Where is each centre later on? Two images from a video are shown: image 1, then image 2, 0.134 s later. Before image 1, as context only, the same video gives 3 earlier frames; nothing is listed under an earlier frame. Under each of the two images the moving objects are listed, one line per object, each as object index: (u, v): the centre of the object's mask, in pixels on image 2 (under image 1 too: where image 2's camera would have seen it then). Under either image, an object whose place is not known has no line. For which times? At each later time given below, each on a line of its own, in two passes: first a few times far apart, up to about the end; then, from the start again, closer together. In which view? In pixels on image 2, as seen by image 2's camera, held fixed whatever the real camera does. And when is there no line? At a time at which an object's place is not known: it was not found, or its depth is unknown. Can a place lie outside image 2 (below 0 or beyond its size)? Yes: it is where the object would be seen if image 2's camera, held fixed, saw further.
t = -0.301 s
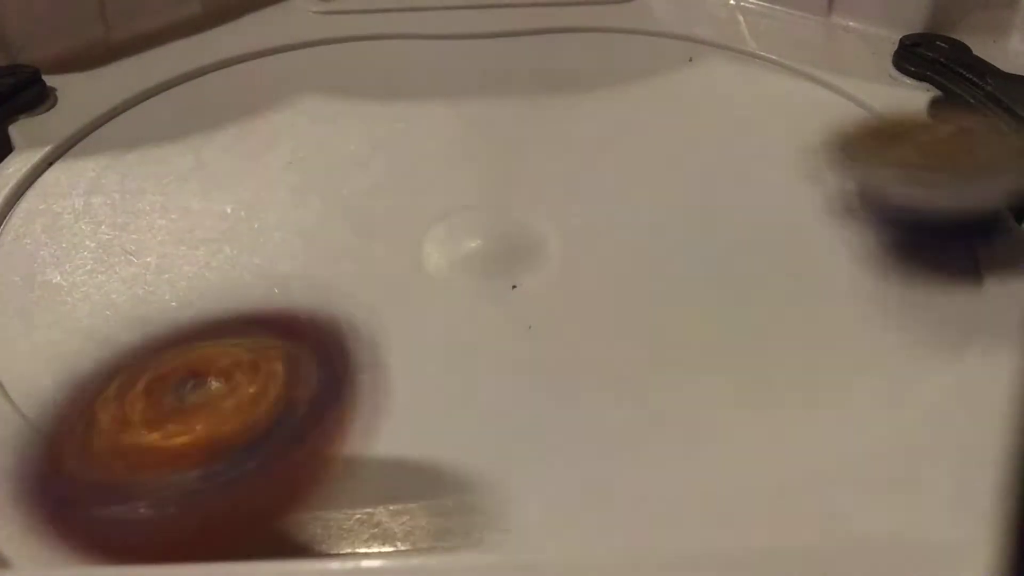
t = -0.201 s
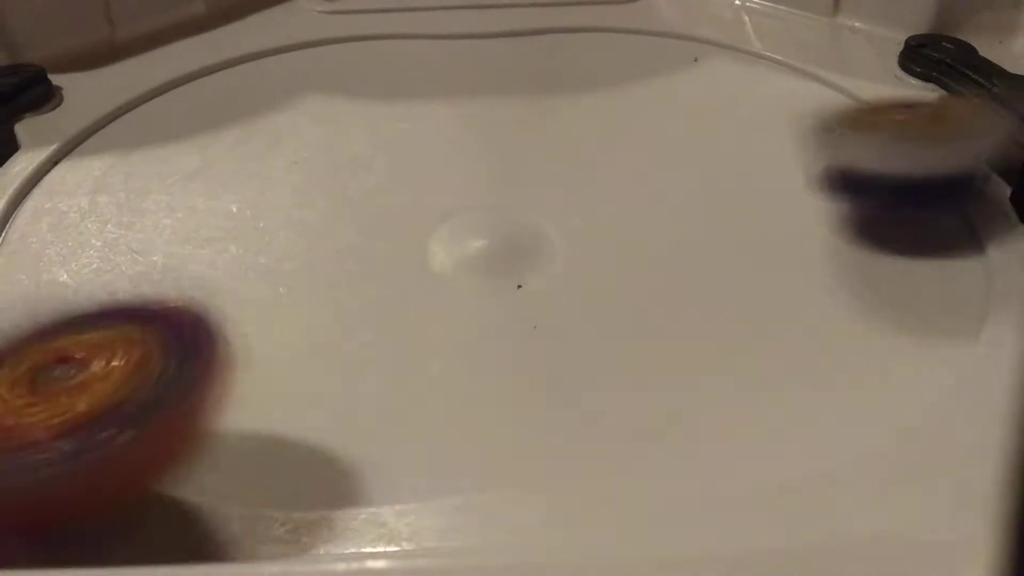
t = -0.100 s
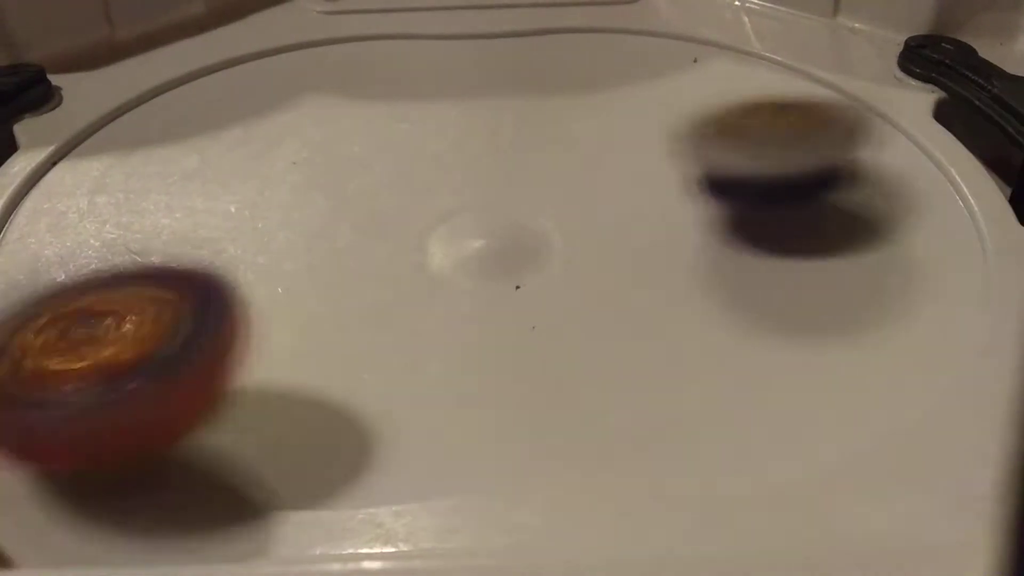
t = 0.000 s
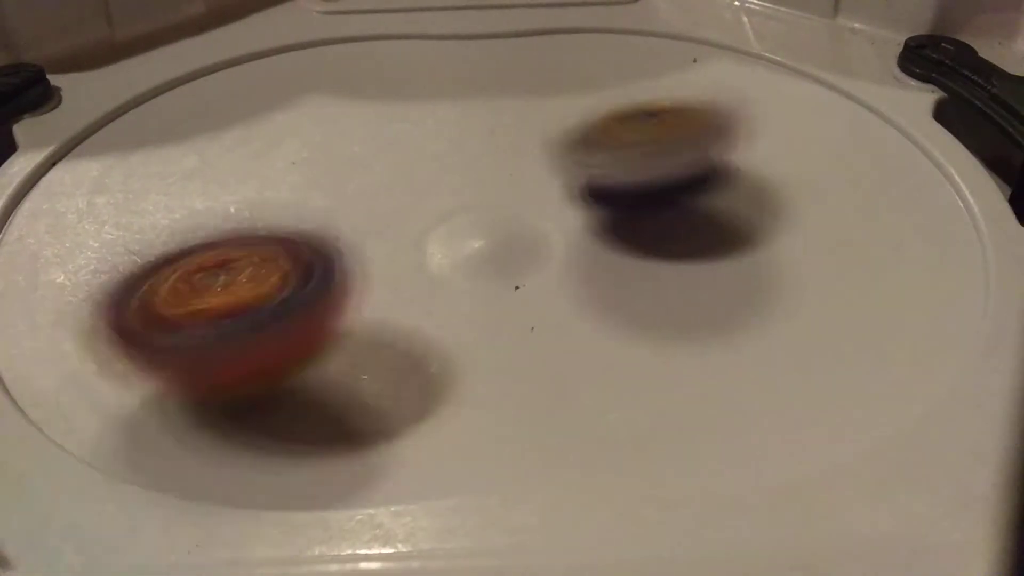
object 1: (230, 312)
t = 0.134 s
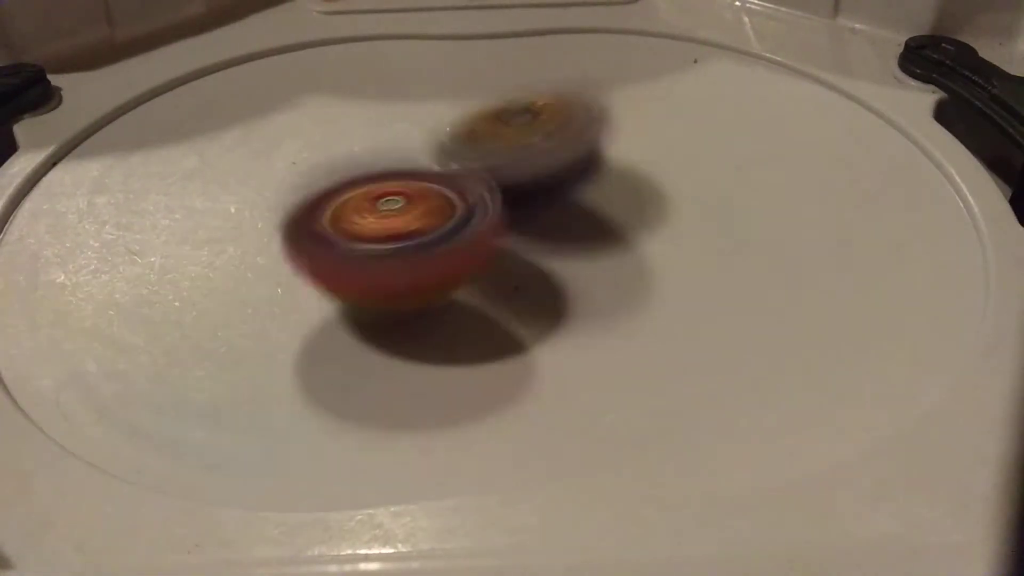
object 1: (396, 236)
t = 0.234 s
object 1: (395, 257)
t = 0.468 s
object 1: (574, 267)
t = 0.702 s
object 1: (526, 124)
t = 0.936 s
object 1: (238, 110)
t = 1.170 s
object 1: (178, 340)
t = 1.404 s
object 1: (798, 249)
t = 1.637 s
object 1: (912, 84)
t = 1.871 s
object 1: (710, 125)
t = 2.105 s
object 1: (824, 242)
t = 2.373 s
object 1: (758, 219)
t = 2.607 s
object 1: (485, 250)
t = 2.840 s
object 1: (412, 287)
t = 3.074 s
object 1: (905, 192)
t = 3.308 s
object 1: (734, 32)
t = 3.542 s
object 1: (346, 101)
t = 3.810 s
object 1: (198, 398)
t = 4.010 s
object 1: (437, 359)
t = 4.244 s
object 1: (454, 212)
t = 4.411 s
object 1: (292, 141)
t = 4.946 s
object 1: (499, 173)
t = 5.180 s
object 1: (763, 95)
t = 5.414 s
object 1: (898, 41)
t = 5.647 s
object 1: (879, 50)
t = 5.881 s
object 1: (629, 156)
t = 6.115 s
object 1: (516, 327)
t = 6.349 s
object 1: (894, 312)
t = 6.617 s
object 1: (719, 125)
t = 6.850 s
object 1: (442, 75)
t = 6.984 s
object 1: (287, 70)
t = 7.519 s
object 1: (504, 266)
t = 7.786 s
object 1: (774, 142)
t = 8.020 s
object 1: (711, 35)
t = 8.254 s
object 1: (511, 87)
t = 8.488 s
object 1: (689, 142)
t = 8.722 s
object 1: (794, 123)
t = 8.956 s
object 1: (681, 149)
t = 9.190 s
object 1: (605, 139)
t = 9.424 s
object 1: (528, 116)
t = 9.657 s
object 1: (478, 46)
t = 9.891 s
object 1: (469, 63)
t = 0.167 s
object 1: (396, 238)
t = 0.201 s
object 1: (394, 247)
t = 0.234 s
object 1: (395, 257)
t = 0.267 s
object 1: (401, 270)
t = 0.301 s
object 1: (411, 281)
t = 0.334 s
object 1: (433, 290)
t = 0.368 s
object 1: (461, 292)
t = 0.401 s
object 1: (501, 287)
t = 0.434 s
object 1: (539, 279)
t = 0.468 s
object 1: (574, 267)
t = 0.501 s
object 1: (594, 246)
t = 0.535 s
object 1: (604, 226)
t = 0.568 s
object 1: (605, 207)
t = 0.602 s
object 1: (595, 183)
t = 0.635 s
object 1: (577, 163)
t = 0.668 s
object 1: (554, 142)
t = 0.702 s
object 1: (526, 124)
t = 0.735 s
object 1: (496, 114)
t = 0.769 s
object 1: (463, 104)
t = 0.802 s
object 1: (422, 98)
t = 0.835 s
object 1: (378, 94)
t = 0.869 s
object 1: (336, 94)
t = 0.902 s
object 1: (286, 99)
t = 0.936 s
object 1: (238, 110)
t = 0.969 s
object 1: (194, 127)
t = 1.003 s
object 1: (154, 149)
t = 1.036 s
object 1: (120, 175)
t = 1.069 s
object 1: (99, 214)
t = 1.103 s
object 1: (100, 253)
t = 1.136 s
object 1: (117, 301)
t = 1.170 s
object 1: (178, 340)
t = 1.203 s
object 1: (268, 363)
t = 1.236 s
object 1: (364, 375)
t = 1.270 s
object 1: (463, 360)
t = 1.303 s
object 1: (561, 345)
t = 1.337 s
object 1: (661, 328)
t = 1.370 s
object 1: (742, 291)
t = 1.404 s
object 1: (798, 249)
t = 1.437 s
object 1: (833, 212)
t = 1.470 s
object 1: (849, 171)
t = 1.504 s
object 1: (849, 137)
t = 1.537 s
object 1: (855, 99)
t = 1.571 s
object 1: (899, 91)
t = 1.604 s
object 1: (912, 78)
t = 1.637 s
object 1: (912, 84)
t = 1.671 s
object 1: (896, 95)
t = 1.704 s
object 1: (875, 100)
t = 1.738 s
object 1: (846, 103)
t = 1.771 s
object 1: (807, 104)
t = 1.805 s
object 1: (766, 101)
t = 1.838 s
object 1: (720, 105)
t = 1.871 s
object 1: (710, 125)
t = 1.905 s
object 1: (716, 146)
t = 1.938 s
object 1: (725, 167)
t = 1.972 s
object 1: (735, 189)
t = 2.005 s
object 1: (753, 208)
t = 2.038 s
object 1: (774, 223)
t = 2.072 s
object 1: (796, 235)
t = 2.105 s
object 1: (824, 242)
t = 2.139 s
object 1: (844, 242)
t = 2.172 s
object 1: (855, 239)
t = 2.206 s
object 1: (860, 236)
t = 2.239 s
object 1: (856, 231)
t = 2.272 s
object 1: (842, 224)
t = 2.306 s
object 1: (820, 221)
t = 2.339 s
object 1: (792, 217)
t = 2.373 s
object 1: (758, 219)
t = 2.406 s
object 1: (719, 219)
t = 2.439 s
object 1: (675, 220)
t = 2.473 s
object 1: (636, 223)
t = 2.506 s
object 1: (593, 228)
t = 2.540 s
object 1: (552, 234)
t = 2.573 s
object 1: (514, 244)
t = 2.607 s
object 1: (485, 250)
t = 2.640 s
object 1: (462, 259)
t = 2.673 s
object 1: (444, 269)
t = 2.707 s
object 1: (430, 276)
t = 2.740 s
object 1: (420, 282)
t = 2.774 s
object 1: (414, 285)
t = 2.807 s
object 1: (410, 287)
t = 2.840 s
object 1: (412, 287)
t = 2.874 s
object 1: (478, 286)
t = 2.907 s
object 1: (573, 289)
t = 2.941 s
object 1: (664, 289)
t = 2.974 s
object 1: (751, 275)
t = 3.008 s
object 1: (817, 253)
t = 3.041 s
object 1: (865, 226)
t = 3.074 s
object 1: (905, 192)
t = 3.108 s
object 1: (919, 161)
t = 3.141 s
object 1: (920, 127)
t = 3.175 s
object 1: (906, 94)
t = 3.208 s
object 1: (880, 68)
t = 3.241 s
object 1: (833, 45)
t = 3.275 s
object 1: (786, 39)
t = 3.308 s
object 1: (734, 32)
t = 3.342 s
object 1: (675, 30)
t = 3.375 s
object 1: (628, 34)
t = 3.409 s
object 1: (572, 38)
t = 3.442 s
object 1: (517, 46)
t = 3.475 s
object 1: (466, 58)
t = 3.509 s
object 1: (404, 79)
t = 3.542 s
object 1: (346, 101)
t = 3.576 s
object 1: (300, 128)
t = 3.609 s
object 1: (252, 155)
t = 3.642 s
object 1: (215, 184)
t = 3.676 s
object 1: (185, 223)
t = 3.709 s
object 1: (159, 268)
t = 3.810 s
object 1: (198, 398)
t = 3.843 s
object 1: (268, 404)
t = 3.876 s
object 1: (329, 405)
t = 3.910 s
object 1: (351, 400)
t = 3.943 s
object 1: (380, 397)
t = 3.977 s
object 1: (408, 379)
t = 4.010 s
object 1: (437, 359)
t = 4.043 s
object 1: (466, 337)
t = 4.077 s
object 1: (484, 315)
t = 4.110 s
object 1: (492, 292)
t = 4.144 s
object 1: (491, 269)
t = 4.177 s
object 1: (485, 248)
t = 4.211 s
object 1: (471, 230)
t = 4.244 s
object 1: (454, 212)
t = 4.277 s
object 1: (427, 193)
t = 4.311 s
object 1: (397, 177)
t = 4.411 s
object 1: (292, 141)
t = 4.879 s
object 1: (426, 208)
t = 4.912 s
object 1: (470, 186)
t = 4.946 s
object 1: (499, 173)
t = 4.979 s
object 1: (530, 161)
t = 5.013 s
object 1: (566, 144)
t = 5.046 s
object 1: (585, 122)
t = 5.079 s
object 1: (616, 114)
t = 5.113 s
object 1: (673, 108)
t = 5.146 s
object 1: (719, 103)
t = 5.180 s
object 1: (763, 95)
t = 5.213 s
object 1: (801, 86)
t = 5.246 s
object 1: (832, 74)
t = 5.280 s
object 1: (859, 58)
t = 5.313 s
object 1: (872, 47)
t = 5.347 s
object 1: (877, 42)
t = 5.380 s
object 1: (887, 42)
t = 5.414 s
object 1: (898, 41)
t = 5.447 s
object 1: (899, 43)
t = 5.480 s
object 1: (903, 44)
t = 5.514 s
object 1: (907, 44)
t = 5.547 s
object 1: (908, 44)
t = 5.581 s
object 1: (904, 45)
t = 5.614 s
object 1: (893, 47)
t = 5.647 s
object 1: (879, 50)
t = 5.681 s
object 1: (856, 58)
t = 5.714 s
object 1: (815, 67)
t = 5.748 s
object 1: (772, 80)
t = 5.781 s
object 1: (738, 95)
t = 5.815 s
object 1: (702, 113)
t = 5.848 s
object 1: (667, 133)
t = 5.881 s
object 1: (629, 156)
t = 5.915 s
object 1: (591, 180)
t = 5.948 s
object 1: (558, 204)
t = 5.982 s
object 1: (531, 230)
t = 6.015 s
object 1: (513, 254)
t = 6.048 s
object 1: (501, 280)
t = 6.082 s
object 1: (497, 304)
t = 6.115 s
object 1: (516, 327)
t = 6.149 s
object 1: (579, 341)
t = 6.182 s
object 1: (636, 357)
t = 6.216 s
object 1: (710, 369)
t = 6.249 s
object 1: (772, 361)
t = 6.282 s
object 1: (828, 351)
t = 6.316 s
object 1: (867, 333)
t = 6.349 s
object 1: (894, 312)
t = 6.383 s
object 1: (905, 279)
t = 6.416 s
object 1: (903, 253)
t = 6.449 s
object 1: (891, 226)
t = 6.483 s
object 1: (866, 198)
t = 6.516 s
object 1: (831, 172)
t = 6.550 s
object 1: (792, 153)
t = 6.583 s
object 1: (754, 140)
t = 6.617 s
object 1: (719, 125)
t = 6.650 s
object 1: (676, 115)
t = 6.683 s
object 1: (633, 103)
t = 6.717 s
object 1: (593, 95)
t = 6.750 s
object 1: (557, 89)
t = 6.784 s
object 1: (520, 81)
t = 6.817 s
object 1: (479, 76)
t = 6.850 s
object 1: (442, 75)
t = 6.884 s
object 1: (402, 72)
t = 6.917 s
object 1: (367, 70)
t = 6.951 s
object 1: (325, 67)
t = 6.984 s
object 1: (287, 70)
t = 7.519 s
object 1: (504, 266)
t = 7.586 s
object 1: (600, 251)
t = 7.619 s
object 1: (639, 236)
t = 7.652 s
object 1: (680, 218)
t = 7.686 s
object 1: (711, 202)
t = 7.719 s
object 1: (739, 181)
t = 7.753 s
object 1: (760, 158)
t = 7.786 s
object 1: (774, 142)
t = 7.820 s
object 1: (784, 122)
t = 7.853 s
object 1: (790, 100)
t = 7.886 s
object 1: (786, 82)
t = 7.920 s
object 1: (779, 64)
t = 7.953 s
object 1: (763, 47)
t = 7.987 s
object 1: (743, 40)
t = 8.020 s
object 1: (711, 35)
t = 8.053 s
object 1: (685, 33)
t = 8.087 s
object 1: (651, 34)
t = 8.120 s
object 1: (615, 39)
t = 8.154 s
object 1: (580, 46)
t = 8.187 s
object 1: (552, 55)
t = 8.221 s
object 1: (520, 72)
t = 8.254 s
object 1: (511, 87)
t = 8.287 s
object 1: (532, 95)
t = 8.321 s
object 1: (550, 105)
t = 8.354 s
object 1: (570, 114)
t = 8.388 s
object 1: (600, 127)
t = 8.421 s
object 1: (625, 134)
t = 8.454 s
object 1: (652, 137)
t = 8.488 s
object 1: (689, 142)
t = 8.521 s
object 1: (718, 142)
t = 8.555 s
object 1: (745, 140)
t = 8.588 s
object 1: (770, 138)
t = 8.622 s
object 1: (786, 134)
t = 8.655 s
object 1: (794, 129)
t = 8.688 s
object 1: (797, 124)
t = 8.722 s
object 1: (794, 123)
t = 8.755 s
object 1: (787, 123)
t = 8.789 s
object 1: (779, 123)
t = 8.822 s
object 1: (767, 125)
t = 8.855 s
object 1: (748, 130)
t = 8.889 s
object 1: (727, 133)
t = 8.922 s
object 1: (705, 142)
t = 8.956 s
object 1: (681, 149)
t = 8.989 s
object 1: (650, 160)
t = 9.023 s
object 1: (622, 175)
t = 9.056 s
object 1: (607, 179)
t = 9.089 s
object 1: (609, 166)
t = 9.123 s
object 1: (612, 160)
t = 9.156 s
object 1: (609, 149)
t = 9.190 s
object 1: (605, 139)
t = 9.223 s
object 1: (601, 133)
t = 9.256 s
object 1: (590, 126)
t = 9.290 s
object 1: (580, 121)
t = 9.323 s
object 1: (569, 116)
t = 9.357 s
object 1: (559, 116)
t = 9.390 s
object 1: (544, 116)
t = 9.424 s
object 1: (528, 116)
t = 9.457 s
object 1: (519, 114)
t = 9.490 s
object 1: (511, 108)
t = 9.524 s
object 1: (507, 82)
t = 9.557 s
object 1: (499, 66)
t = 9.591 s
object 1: (491, 53)
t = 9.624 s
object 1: (483, 48)
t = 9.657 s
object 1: (478, 46)
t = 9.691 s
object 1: (474, 46)
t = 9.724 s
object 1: (471, 46)
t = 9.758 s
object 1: (468, 47)
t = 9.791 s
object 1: (467, 48)
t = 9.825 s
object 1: (467, 49)
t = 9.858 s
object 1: (467, 54)
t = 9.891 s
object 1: (469, 63)
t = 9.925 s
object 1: (469, 72)
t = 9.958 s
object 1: (473, 83)
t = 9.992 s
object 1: (477, 96)
